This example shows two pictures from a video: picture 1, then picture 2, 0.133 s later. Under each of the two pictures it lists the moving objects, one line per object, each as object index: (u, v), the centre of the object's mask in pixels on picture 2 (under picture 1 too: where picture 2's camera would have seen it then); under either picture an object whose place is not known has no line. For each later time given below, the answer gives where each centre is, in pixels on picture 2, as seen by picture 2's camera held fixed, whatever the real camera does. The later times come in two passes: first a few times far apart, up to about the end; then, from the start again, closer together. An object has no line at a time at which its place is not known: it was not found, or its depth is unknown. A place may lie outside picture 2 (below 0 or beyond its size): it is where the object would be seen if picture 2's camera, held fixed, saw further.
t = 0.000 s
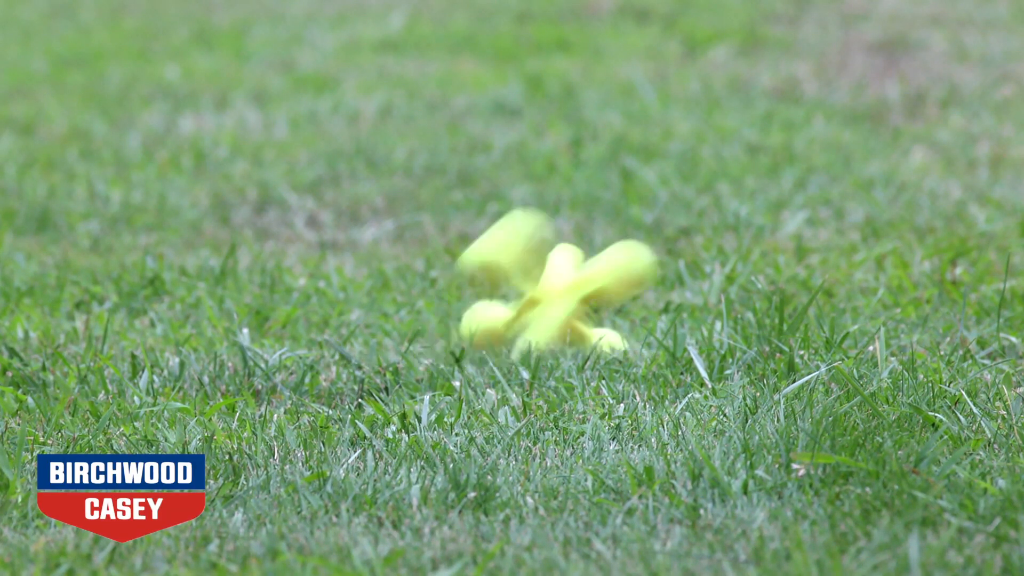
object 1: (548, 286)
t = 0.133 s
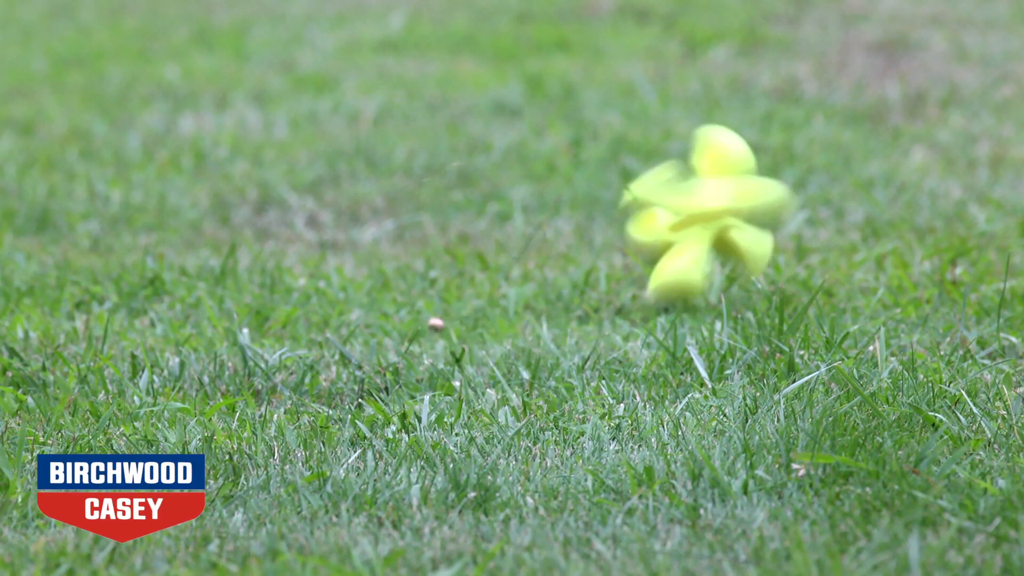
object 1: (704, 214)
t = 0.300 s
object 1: (856, 218)
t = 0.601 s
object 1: (972, 209)
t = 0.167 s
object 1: (737, 220)
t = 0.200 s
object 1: (774, 221)
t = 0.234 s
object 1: (814, 246)
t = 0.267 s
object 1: (846, 243)
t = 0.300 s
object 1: (856, 218)
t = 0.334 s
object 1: (880, 191)
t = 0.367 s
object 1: (896, 162)
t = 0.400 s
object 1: (911, 146)
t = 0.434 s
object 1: (929, 132)
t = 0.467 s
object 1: (941, 131)
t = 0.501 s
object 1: (954, 144)
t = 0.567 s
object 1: (971, 185)
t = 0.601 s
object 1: (972, 209)
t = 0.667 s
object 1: (991, 172)
